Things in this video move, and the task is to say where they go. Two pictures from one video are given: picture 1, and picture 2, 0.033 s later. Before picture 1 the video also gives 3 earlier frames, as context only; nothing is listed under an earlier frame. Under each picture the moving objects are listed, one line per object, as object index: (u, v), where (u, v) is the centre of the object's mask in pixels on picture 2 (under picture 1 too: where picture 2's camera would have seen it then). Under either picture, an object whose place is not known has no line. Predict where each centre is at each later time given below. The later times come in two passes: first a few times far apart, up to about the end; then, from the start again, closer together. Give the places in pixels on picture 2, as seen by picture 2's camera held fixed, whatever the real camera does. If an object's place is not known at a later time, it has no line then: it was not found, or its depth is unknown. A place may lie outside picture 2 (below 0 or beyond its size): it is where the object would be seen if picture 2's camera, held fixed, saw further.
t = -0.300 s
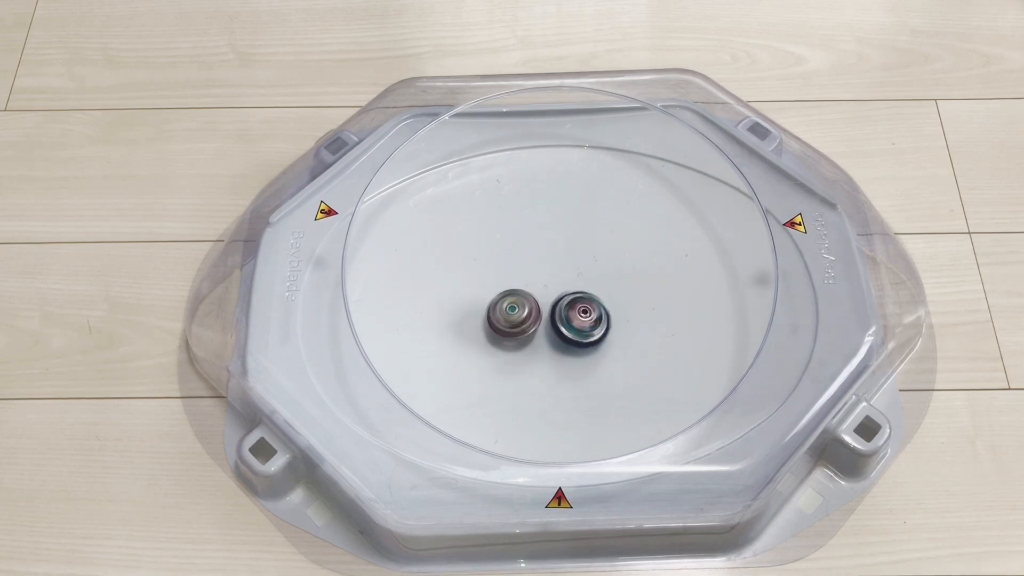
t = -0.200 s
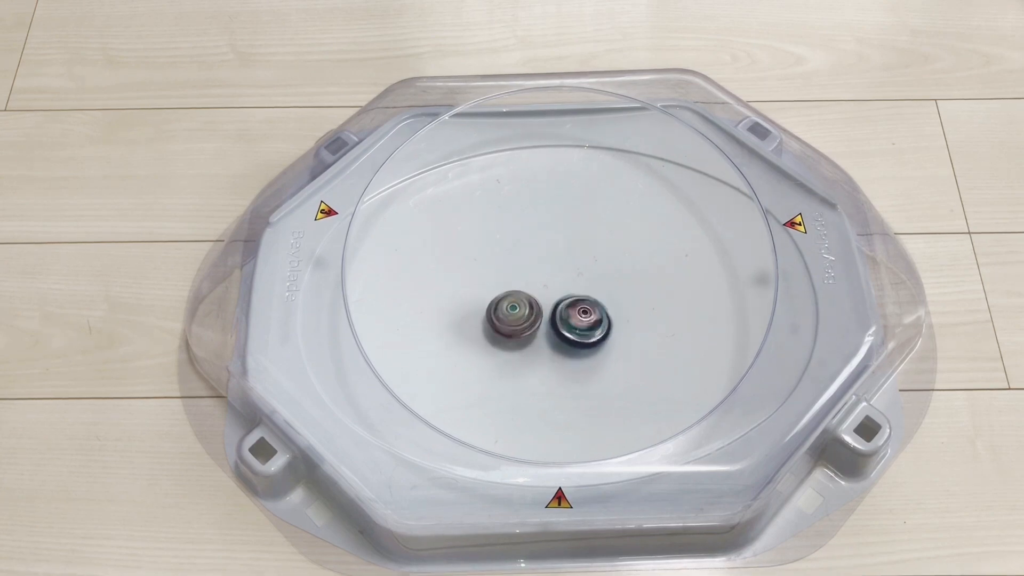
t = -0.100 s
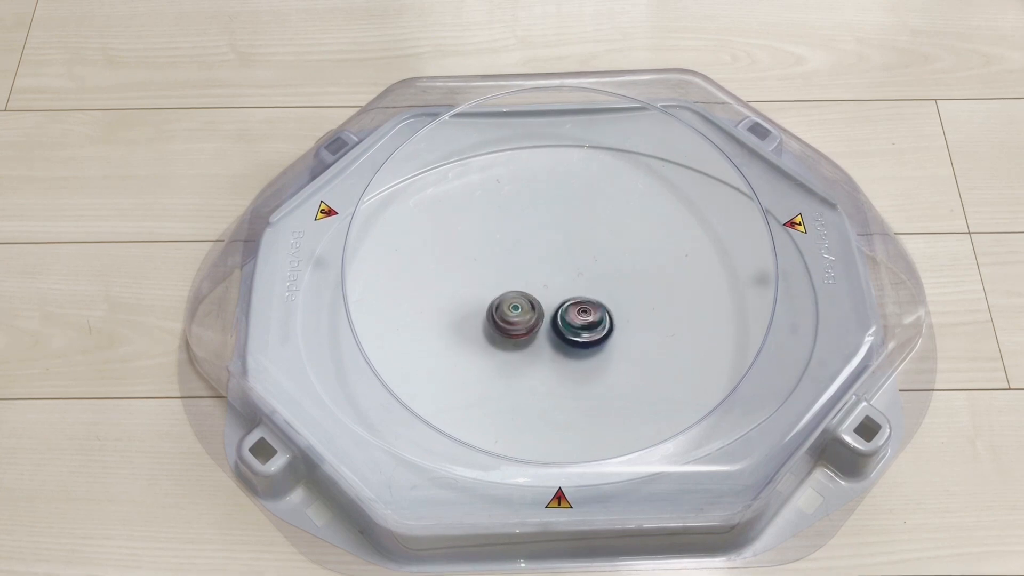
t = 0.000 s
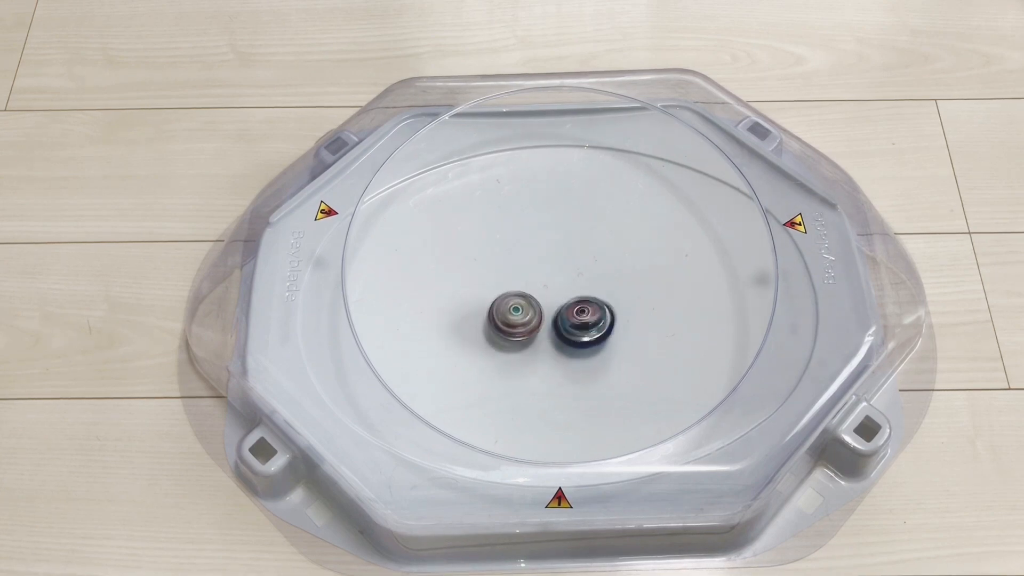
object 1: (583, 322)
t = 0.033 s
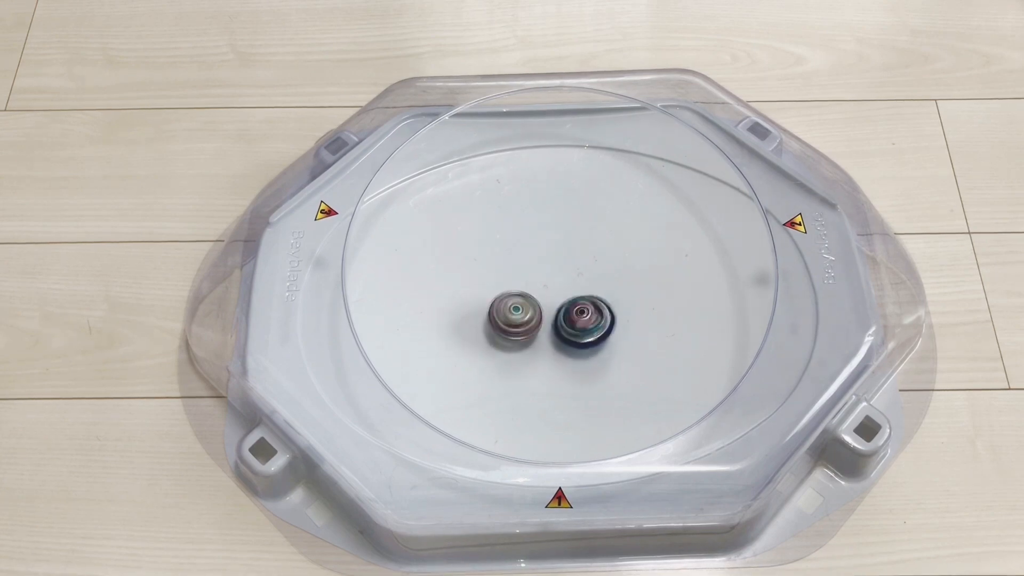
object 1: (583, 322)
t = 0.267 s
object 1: (580, 319)
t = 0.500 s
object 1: (577, 325)
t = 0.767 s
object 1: (585, 321)
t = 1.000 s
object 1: (578, 314)
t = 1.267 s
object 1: (587, 322)
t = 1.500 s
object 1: (589, 315)
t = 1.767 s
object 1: (579, 318)
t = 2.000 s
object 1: (582, 324)
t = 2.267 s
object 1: (586, 319)
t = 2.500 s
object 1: (583, 315)
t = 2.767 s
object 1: (597, 315)
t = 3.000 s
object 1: (589, 309)
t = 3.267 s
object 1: (590, 317)
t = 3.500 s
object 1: (600, 314)
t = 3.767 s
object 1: (589, 318)
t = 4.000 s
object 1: (592, 319)
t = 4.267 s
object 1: (589, 320)
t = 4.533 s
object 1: (592, 313)
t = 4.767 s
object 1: (585, 309)
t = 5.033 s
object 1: (588, 304)
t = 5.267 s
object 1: (586, 307)
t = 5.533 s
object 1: (588, 305)
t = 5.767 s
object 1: (588, 305)
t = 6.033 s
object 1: (588, 305)
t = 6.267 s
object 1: (588, 305)
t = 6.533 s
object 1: (588, 305)
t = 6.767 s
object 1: (588, 305)
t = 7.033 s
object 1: (588, 305)
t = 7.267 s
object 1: (588, 305)
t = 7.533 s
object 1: (588, 305)
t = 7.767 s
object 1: (588, 305)
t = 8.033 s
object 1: (588, 305)
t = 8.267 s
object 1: (588, 305)
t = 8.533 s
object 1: (588, 305)
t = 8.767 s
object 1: (588, 305)
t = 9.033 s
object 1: (588, 305)
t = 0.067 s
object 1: (584, 321)
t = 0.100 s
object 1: (583, 320)
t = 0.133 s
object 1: (583, 320)
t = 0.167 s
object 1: (583, 319)
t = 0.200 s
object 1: (582, 319)
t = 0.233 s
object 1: (581, 318)
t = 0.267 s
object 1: (580, 319)
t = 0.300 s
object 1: (580, 318)
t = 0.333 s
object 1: (577, 321)
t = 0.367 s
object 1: (576, 321)
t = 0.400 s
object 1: (577, 321)
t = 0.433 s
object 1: (577, 322)
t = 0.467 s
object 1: (578, 323)
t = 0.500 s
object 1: (577, 325)
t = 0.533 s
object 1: (577, 325)
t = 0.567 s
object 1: (577, 325)
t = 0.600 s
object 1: (579, 325)
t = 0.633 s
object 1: (579, 323)
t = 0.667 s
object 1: (579, 323)
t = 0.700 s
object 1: (582, 323)
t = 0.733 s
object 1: (584, 322)
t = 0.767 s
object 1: (585, 321)
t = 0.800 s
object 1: (584, 320)
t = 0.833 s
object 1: (583, 318)
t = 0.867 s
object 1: (580, 317)
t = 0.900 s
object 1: (578, 316)
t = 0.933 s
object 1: (579, 314)
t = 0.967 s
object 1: (579, 313)
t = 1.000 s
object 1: (578, 314)
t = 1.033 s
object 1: (578, 315)
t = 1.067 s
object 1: (577, 316)
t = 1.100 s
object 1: (579, 317)
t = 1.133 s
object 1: (582, 317)
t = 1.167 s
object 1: (583, 320)
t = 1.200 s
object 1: (585, 321)
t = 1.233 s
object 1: (586, 322)
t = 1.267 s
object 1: (587, 322)
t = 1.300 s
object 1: (589, 320)
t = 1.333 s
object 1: (588, 318)
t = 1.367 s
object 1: (590, 317)
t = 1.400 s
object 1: (592, 317)
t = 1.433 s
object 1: (592, 316)
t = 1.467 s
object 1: (591, 315)
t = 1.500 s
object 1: (589, 315)
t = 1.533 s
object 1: (587, 316)
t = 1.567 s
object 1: (586, 315)
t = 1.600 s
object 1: (583, 315)
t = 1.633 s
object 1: (583, 316)
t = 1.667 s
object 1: (581, 316)
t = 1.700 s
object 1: (579, 317)
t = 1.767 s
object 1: (579, 318)
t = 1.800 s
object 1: (579, 318)
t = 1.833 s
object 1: (579, 319)
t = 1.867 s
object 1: (579, 321)
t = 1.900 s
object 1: (580, 323)
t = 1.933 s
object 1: (581, 324)
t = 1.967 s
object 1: (581, 324)
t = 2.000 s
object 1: (582, 324)
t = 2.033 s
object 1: (583, 323)
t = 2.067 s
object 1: (584, 323)
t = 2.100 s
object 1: (586, 323)
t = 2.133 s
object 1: (588, 322)
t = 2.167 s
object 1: (589, 322)
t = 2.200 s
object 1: (589, 320)
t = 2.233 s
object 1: (588, 320)
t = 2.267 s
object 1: (586, 319)
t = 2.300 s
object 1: (584, 318)
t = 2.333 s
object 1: (583, 316)
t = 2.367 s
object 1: (582, 314)
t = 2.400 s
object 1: (581, 313)
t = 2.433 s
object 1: (579, 312)
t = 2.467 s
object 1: (578, 313)
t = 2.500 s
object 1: (583, 315)
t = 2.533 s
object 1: (588, 318)
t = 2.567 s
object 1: (592, 318)
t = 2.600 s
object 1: (594, 319)
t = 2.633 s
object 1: (595, 321)
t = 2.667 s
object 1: (598, 320)
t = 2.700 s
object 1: (597, 319)
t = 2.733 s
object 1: (596, 317)
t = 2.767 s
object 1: (597, 315)
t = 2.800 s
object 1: (597, 314)
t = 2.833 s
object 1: (599, 311)
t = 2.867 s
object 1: (599, 309)
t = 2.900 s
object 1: (597, 307)
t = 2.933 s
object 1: (595, 307)
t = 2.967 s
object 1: (593, 308)
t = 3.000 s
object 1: (589, 309)
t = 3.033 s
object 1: (586, 309)
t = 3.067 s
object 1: (584, 308)
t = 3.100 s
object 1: (583, 308)
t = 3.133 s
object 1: (582, 309)
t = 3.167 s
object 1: (582, 312)
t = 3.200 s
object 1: (582, 314)
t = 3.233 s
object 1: (586, 316)
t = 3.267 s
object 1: (590, 317)
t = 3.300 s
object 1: (593, 318)
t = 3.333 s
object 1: (595, 319)
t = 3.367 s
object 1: (599, 319)
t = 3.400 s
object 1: (601, 319)
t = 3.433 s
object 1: (602, 318)
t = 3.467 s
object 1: (601, 316)
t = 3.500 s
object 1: (600, 314)
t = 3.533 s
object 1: (599, 313)
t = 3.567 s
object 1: (597, 313)
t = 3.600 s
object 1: (596, 313)
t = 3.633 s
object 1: (594, 314)
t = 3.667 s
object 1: (592, 315)
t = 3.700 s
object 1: (590, 316)
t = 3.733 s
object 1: (589, 317)
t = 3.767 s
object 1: (589, 318)
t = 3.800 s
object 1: (591, 318)
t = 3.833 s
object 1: (592, 318)
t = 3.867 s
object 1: (592, 318)
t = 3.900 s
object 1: (593, 319)
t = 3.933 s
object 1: (593, 319)
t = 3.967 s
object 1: (593, 319)
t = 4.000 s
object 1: (592, 319)
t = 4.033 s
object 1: (590, 320)
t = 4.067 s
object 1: (589, 319)
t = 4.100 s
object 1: (589, 319)
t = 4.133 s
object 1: (588, 318)
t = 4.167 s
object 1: (587, 318)
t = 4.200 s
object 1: (587, 319)
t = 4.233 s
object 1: (587, 320)
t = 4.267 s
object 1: (589, 320)
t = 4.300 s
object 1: (591, 320)
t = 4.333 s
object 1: (593, 320)
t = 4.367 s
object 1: (593, 320)
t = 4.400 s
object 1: (593, 319)
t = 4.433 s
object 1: (592, 318)
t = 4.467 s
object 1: (592, 316)
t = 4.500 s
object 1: (592, 315)
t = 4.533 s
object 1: (592, 313)
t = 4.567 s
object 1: (592, 312)
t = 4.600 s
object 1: (591, 311)
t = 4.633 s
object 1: (589, 310)
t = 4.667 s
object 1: (588, 308)
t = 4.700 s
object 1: (586, 308)
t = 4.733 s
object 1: (585, 309)
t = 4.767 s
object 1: (585, 309)
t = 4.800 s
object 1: (585, 308)
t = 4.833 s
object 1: (586, 307)
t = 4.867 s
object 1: (586, 307)
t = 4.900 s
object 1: (587, 306)
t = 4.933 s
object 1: (587, 306)
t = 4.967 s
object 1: (588, 305)
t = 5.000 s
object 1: (588, 304)
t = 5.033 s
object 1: (588, 304)
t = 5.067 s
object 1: (588, 305)
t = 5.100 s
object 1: (588, 305)
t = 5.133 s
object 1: (587, 306)
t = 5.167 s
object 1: (587, 306)
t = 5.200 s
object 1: (586, 307)
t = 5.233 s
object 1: (586, 307)
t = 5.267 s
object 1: (586, 307)
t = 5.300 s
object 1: (587, 306)
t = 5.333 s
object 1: (587, 306)
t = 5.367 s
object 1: (587, 306)
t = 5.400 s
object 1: (587, 306)
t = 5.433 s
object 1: (587, 305)
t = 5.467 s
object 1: (588, 305)
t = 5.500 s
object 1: (588, 305)
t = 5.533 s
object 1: (588, 305)
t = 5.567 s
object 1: (587, 305)
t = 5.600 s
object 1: (587, 306)
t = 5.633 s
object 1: (587, 305)
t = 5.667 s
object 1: (588, 305)
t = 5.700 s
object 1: (588, 305)
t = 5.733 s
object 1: (588, 305)
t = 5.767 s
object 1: (588, 305)
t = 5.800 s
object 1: (588, 305)
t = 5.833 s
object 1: (588, 305)
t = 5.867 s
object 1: (588, 305)
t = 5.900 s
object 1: (588, 305)
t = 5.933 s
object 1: (588, 305)
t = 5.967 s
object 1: (588, 305)
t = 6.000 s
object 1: (588, 305)
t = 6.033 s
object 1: (588, 305)
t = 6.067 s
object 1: (588, 305)
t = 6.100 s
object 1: (588, 305)
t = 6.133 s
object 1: (588, 305)
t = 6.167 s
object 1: (588, 305)
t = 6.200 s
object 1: (588, 305)
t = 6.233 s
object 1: (588, 305)
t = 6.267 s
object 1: (588, 305)
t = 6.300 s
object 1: (588, 305)
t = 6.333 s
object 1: (588, 305)
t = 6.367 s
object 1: (588, 305)
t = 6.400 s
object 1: (588, 305)
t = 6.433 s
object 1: (588, 305)
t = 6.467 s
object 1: (588, 305)
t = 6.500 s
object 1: (588, 305)
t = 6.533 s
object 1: (588, 305)
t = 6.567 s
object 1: (588, 305)
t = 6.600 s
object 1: (588, 305)
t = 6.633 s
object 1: (588, 305)
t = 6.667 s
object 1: (588, 305)
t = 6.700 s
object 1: (588, 305)
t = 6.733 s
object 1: (588, 305)
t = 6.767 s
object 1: (588, 305)
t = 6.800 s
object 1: (588, 305)
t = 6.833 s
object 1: (588, 305)
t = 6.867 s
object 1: (588, 305)
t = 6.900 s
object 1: (588, 305)
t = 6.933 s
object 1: (588, 305)
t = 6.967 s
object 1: (588, 305)
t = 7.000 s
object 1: (588, 305)
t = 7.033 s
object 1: (588, 305)
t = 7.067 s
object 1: (588, 305)
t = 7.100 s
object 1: (588, 305)
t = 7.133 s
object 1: (588, 305)
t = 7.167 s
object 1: (588, 305)
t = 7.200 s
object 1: (588, 305)
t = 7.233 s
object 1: (588, 305)
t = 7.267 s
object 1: (588, 305)
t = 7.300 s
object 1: (588, 305)
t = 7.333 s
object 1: (588, 305)
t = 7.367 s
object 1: (588, 305)
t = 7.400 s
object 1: (588, 305)
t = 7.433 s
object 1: (588, 305)
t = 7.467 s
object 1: (588, 305)
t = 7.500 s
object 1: (588, 305)
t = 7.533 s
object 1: (588, 305)
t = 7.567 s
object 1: (588, 305)
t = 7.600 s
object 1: (588, 305)
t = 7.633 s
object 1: (588, 305)
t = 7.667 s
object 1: (588, 305)
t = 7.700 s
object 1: (588, 305)
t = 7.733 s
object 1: (588, 305)
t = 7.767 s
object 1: (588, 305)
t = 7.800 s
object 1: (588, 305)
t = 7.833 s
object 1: (588, 305)
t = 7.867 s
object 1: (588, 305)
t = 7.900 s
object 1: (588, 305)
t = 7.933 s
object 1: (588, 305)
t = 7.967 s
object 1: (588, 305)
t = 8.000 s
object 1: (588, 305)
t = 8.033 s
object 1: (588, 305)
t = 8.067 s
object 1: (588, 305)
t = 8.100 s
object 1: (588, 305)
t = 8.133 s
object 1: (588, 305)
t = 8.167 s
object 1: (588, 305)
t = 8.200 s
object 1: (588, 305)
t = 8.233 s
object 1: (588, 305)
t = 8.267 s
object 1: (588, 305)
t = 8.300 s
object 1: (588, 305)
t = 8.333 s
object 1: (588, 305)
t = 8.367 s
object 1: (588, 305)
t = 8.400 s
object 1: (588, 305)
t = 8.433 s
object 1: (588, 305)
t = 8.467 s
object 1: (588, 305)
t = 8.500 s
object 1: (588, 305)
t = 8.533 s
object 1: (588, 305)
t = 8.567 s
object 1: (588, 305)
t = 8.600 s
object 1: (588, 305)
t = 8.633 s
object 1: (588, 305)
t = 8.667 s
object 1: (588, 305)
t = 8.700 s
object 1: (588, 305)
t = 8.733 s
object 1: (588, 305)
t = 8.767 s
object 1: (588, 305)
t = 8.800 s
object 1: (588, 305)
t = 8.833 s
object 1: (588, 305)
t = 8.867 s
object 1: (588, 305)
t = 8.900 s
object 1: (588, 305)
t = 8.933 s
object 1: (588, 305)
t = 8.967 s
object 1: (588, 305)
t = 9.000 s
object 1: (588, 305)
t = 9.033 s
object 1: (588, 305)
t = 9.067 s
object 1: (588, 305)
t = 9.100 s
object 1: (588, 305)
